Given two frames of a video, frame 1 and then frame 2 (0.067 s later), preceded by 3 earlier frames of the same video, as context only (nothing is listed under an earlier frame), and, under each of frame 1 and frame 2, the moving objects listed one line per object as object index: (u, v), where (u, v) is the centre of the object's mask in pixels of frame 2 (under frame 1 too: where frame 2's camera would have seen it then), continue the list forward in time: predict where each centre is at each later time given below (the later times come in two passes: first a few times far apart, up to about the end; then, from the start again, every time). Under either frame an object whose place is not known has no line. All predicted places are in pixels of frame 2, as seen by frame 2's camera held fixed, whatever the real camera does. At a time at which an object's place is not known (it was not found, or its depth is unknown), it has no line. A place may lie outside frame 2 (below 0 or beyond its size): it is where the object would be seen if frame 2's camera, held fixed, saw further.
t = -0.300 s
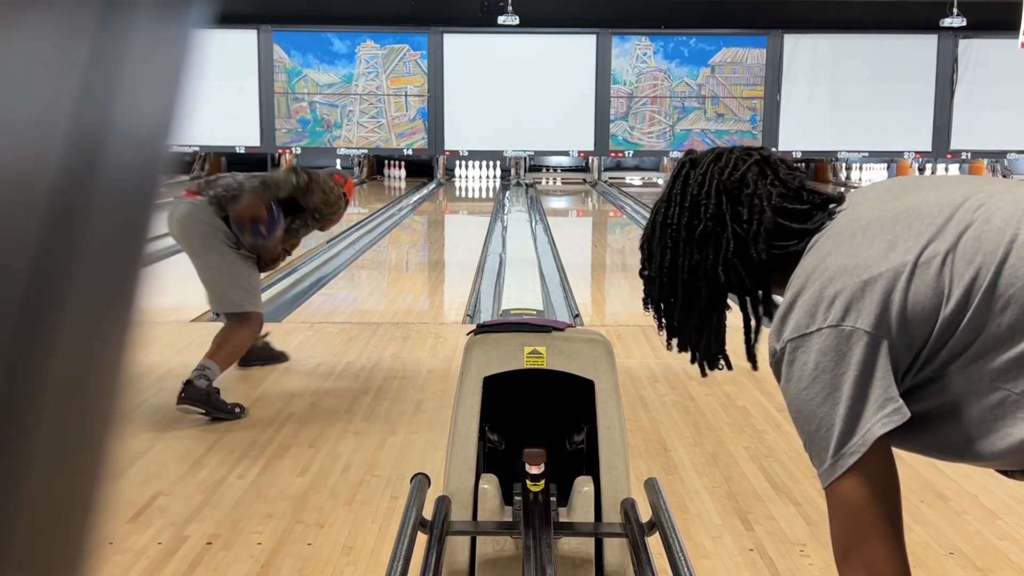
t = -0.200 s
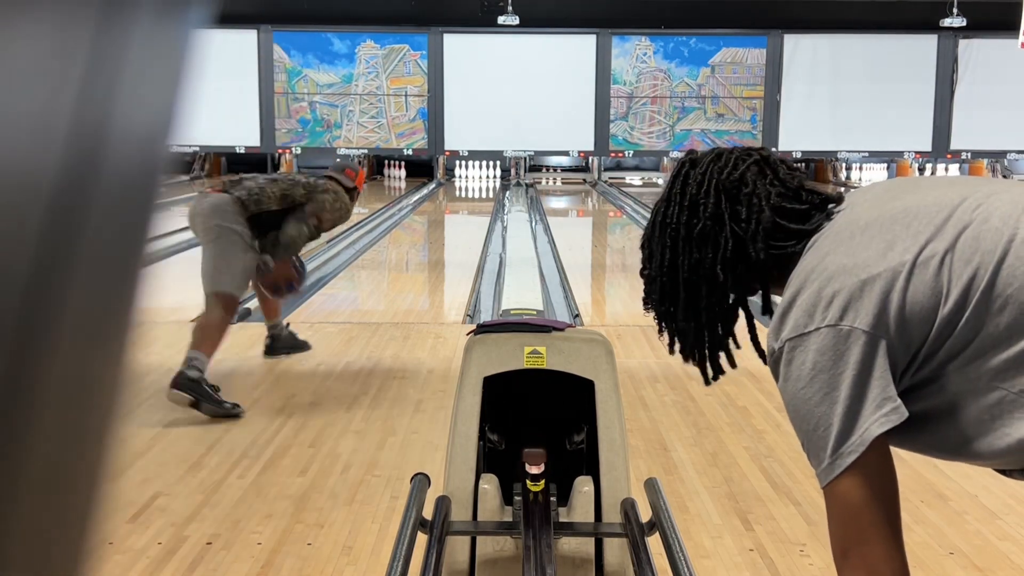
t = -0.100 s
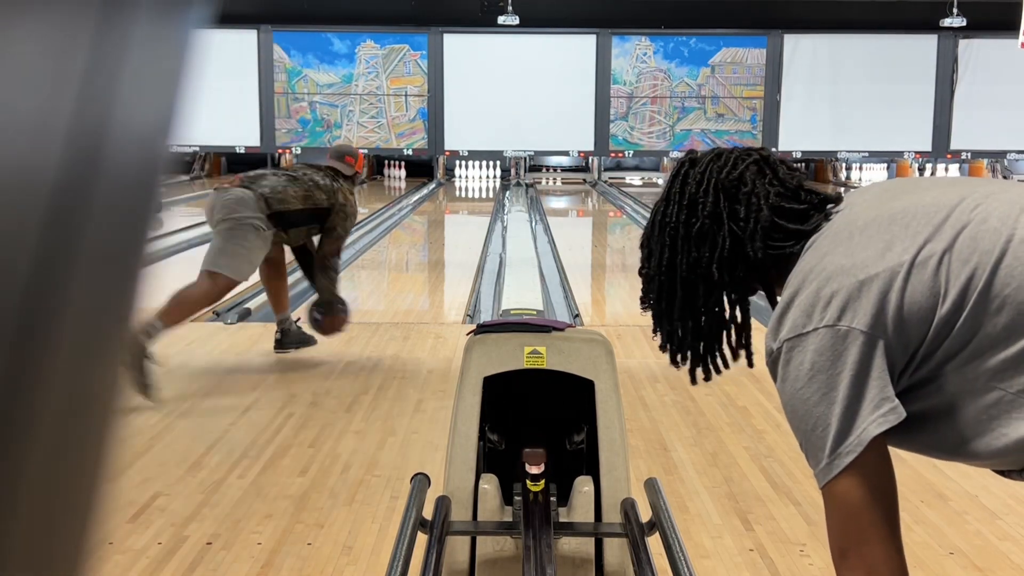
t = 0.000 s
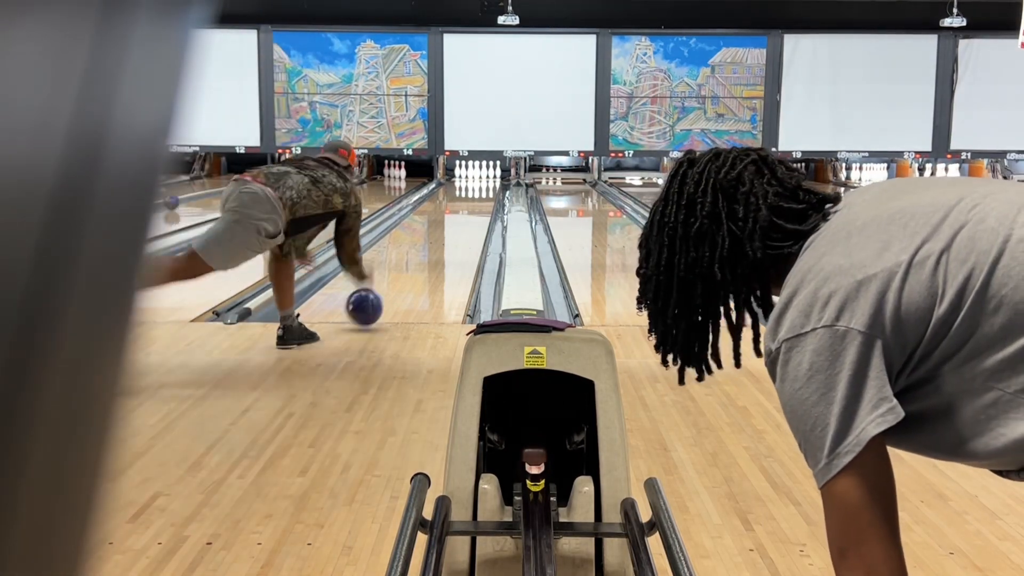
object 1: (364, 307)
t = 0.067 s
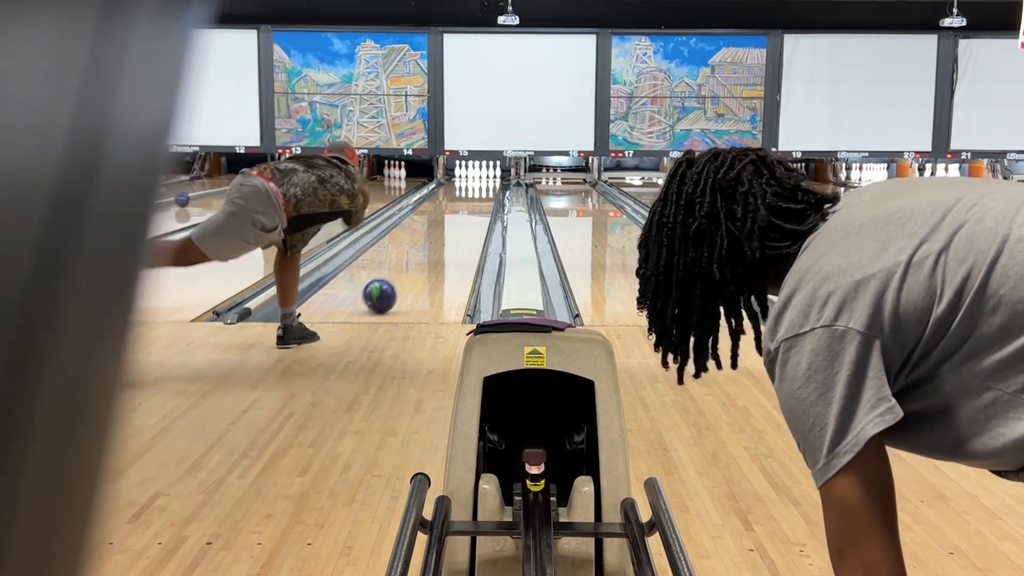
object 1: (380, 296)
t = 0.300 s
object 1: (416, 259)
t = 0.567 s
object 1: (442, 234)
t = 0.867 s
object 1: (461, 214)
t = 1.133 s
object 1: (471, 202)
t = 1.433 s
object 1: (480, 192)
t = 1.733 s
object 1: (485, 184)
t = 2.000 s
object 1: (485, 179)
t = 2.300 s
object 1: (483, 175)
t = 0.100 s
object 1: (386, 290)
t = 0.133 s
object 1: (392, 283)
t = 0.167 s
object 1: (398, 278)
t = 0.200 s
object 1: (403, 273)
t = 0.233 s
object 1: (408, 268)
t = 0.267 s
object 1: (412, 264)
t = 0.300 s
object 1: (416, 259)
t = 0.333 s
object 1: (420, 256)
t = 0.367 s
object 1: (424, 252)
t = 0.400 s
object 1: (428, 248)
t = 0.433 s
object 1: (431, 245)
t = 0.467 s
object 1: (434, 243)
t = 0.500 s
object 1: (437, 239)
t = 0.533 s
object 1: (440, 236)
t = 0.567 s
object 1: (442, 234)
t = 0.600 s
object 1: (445, 231)
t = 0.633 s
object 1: (447, 229)
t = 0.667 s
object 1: (449, 226)
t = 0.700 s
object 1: (452, 224)
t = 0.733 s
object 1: (454, 222)
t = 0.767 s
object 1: (456, 220)
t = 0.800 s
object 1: (457, 218)
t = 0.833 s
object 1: (459, 216)
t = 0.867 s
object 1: (461, 214)
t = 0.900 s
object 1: (462, 212)
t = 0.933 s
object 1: (464, 211)
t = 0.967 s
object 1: (465, 209)
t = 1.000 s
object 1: (467, 208)
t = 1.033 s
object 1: (468, 206)
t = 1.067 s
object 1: (469, 205)
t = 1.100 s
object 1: (470, 204)
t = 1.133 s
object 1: (471, 202)
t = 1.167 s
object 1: (473, 201)
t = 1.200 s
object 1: (474, 200)
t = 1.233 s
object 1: (475, 199)
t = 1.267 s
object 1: (476, 197)
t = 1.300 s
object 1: (477, 196)
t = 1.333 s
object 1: (478, 195)
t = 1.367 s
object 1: (479, 194)
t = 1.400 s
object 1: (479, 193)
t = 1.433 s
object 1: (480, 192)
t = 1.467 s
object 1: (481, 191)
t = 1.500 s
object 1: (481, 190)
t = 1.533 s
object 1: (483, 189)
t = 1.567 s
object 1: (483, 188)
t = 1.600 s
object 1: (483, 187)
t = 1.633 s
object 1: (484, 186)
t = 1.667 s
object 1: (484, 186)
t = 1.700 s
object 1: (485, 185)
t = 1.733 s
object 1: (485, 184)
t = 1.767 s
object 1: (485, 184)
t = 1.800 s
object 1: (485, 183)
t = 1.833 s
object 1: (485, 182)
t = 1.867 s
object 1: (485, 181)
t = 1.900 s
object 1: (485, 181)
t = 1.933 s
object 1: (485, 180)
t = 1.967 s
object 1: (485, 179)
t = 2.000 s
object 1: (485, 179)
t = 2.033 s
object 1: (485, 178)
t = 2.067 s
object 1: (484, 178)
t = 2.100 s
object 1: (484, 177)
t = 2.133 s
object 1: (484, 177)
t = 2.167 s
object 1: (483, 176)
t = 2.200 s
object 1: (483, 176)
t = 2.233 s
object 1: (483, 176)
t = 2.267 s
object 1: (482, 175)
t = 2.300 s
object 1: (483, 175)
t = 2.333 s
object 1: (484, 175)
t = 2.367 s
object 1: (484, 174)
